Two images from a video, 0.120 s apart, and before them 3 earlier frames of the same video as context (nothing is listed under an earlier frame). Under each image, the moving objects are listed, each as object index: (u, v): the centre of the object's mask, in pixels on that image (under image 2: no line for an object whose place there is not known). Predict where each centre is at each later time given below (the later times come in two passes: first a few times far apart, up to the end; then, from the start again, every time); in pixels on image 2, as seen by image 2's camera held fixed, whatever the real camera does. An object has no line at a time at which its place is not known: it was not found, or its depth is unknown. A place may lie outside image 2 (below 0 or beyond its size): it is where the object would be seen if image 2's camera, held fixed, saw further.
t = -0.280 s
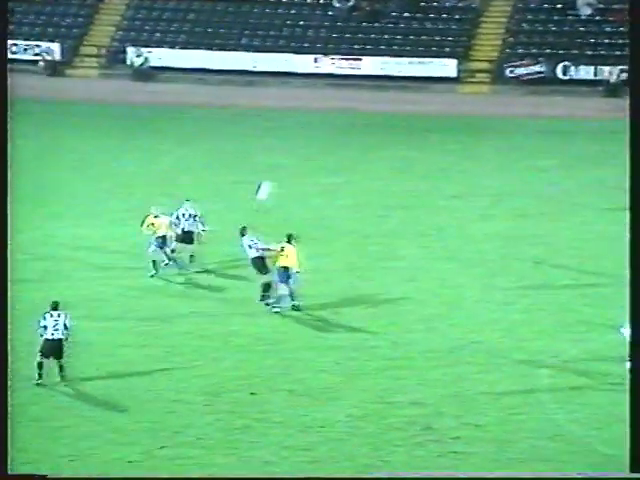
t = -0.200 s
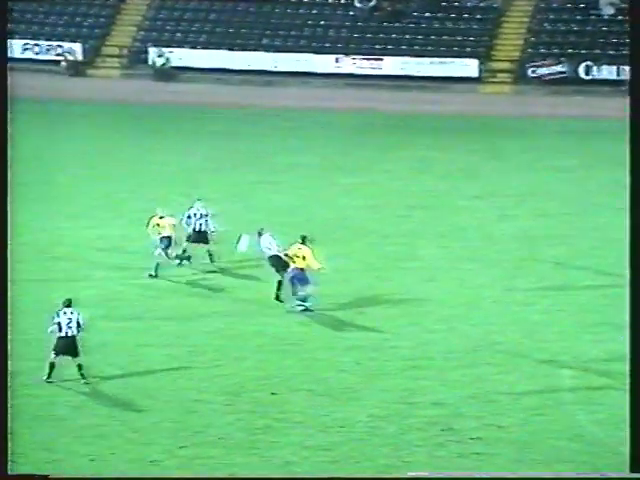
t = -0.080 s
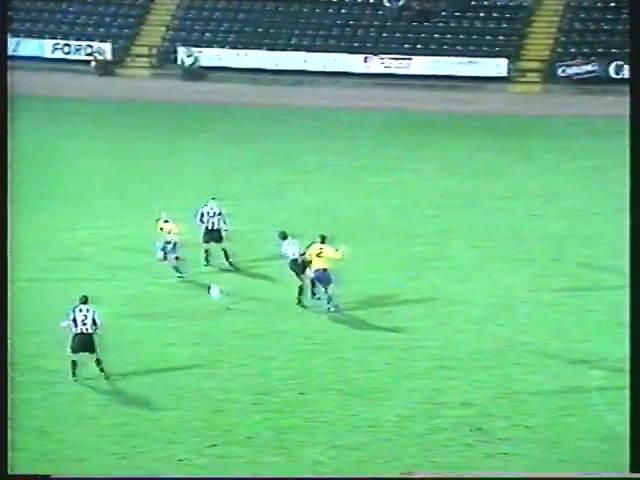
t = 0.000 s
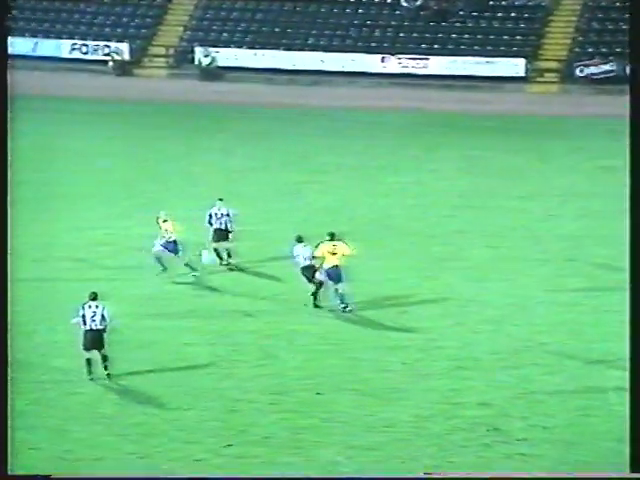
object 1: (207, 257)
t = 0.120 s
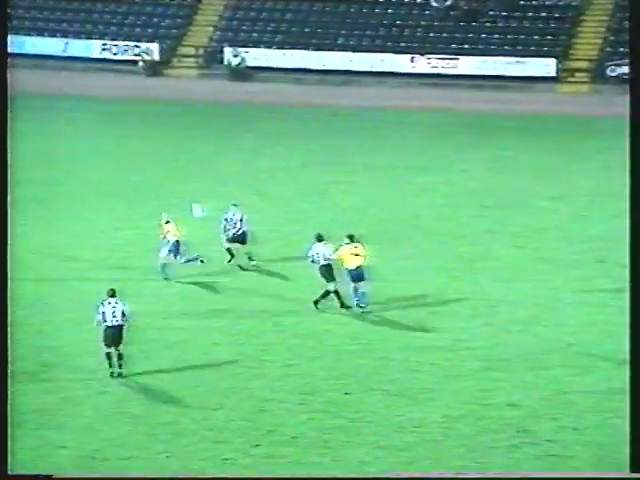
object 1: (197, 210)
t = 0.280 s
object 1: (145, 160)
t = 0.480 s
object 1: (78, 115)
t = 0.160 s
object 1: (184, 197)
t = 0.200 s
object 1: (171, 184)
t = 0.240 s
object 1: (157, 172)
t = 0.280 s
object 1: (145, 160)
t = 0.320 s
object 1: (132, 150)
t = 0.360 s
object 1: (118, 140)
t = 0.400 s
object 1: (104, 131)
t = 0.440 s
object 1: (90, 123)
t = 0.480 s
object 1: (78, 115)
